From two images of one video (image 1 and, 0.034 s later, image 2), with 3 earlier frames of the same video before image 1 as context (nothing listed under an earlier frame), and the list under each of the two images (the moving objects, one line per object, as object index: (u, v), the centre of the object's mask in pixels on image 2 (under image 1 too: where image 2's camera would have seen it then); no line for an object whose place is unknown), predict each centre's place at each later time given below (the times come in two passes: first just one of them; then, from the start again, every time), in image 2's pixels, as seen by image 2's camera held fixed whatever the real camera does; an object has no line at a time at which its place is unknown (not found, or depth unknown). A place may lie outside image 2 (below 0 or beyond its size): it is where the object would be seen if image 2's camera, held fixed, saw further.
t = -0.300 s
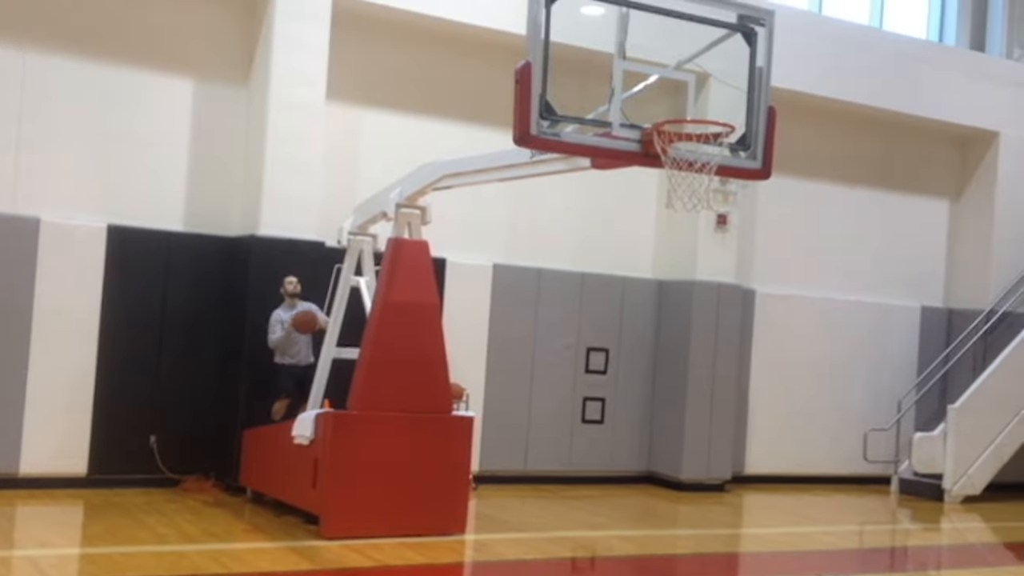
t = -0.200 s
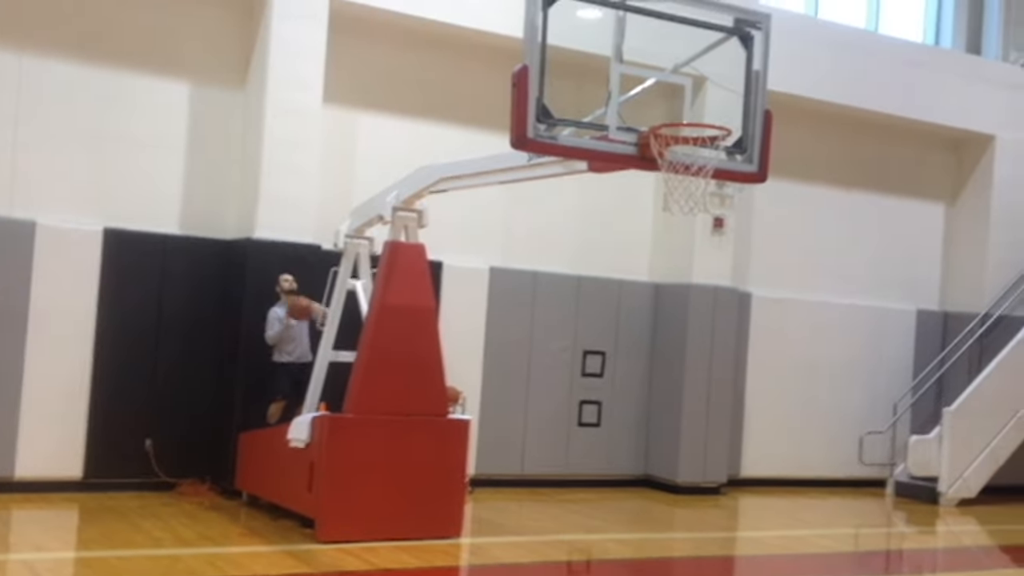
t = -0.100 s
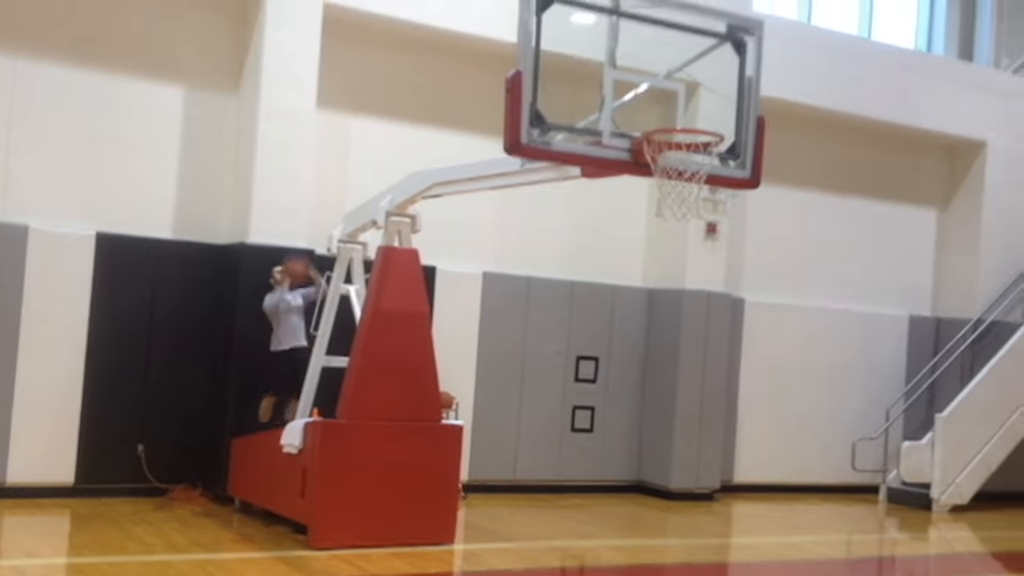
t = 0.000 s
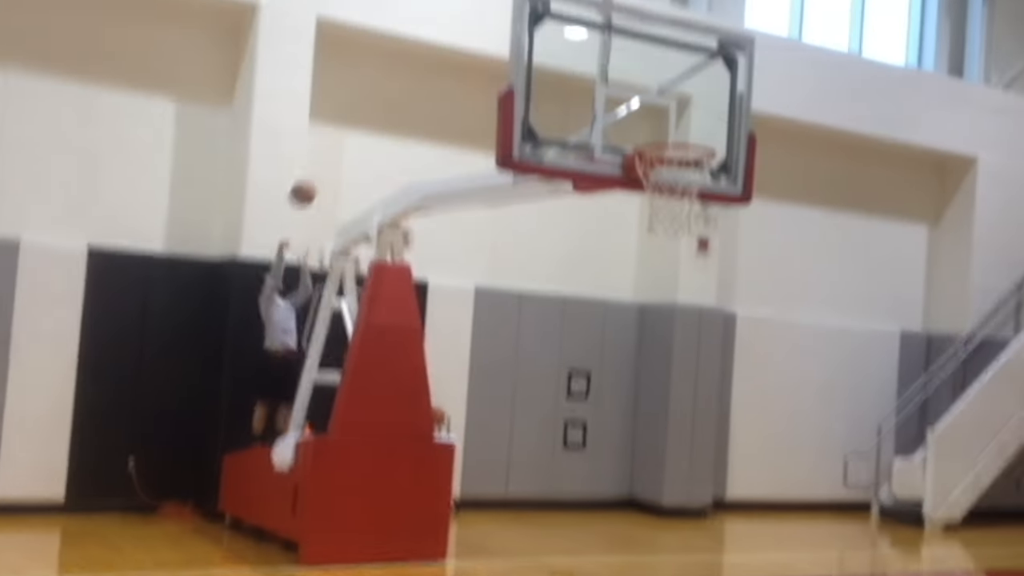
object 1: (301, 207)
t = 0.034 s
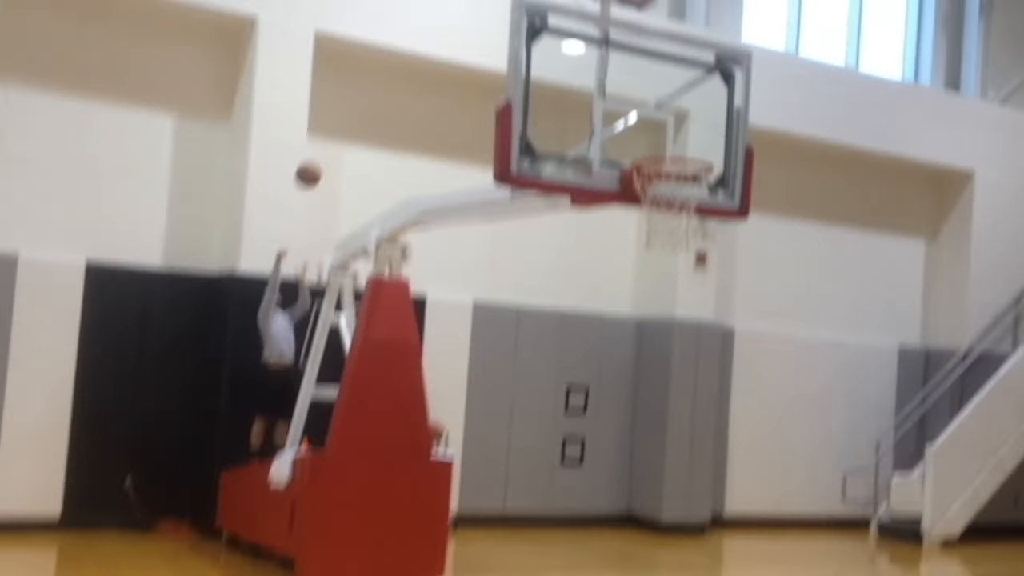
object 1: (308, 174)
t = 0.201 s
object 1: (343, 17)
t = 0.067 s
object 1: (315, 143)
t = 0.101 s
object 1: (321, 112)
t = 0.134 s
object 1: (328, 81)
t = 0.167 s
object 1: (336, 48)
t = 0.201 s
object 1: (343, 17)
